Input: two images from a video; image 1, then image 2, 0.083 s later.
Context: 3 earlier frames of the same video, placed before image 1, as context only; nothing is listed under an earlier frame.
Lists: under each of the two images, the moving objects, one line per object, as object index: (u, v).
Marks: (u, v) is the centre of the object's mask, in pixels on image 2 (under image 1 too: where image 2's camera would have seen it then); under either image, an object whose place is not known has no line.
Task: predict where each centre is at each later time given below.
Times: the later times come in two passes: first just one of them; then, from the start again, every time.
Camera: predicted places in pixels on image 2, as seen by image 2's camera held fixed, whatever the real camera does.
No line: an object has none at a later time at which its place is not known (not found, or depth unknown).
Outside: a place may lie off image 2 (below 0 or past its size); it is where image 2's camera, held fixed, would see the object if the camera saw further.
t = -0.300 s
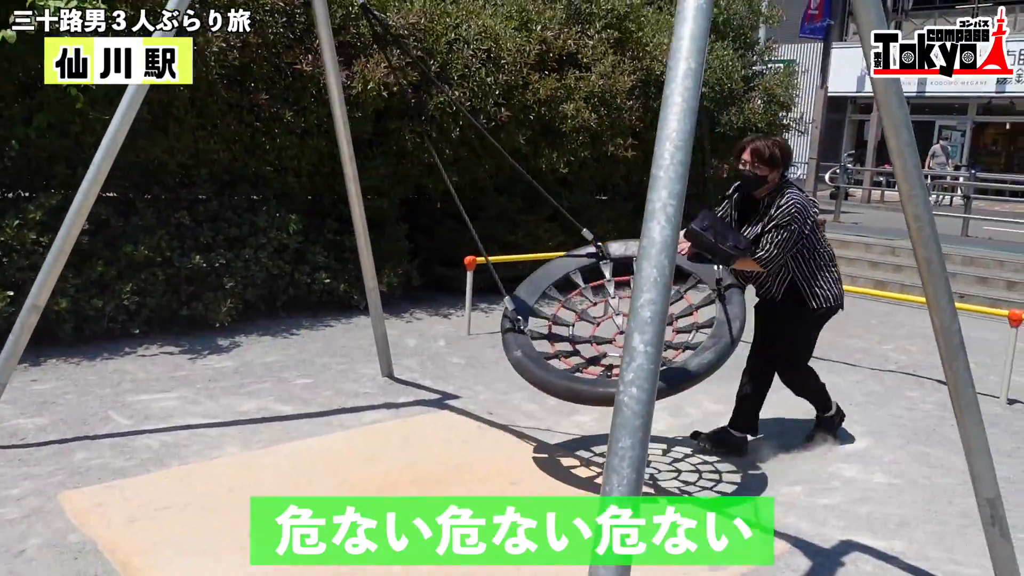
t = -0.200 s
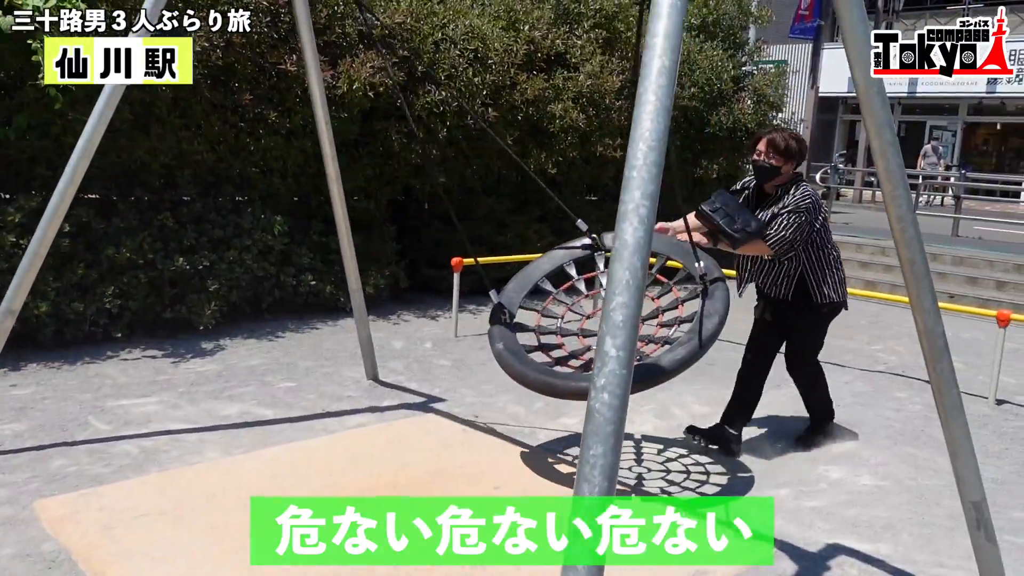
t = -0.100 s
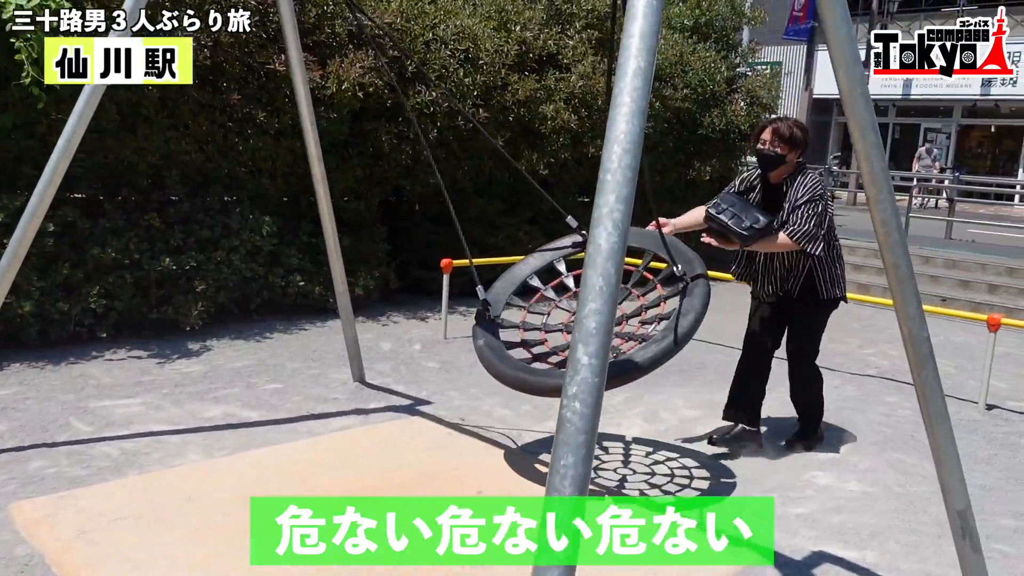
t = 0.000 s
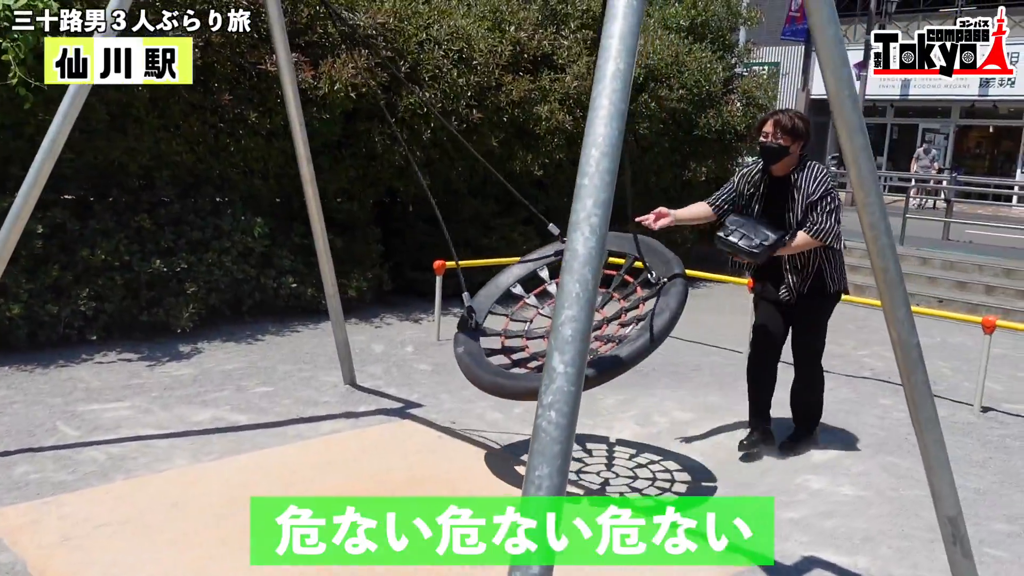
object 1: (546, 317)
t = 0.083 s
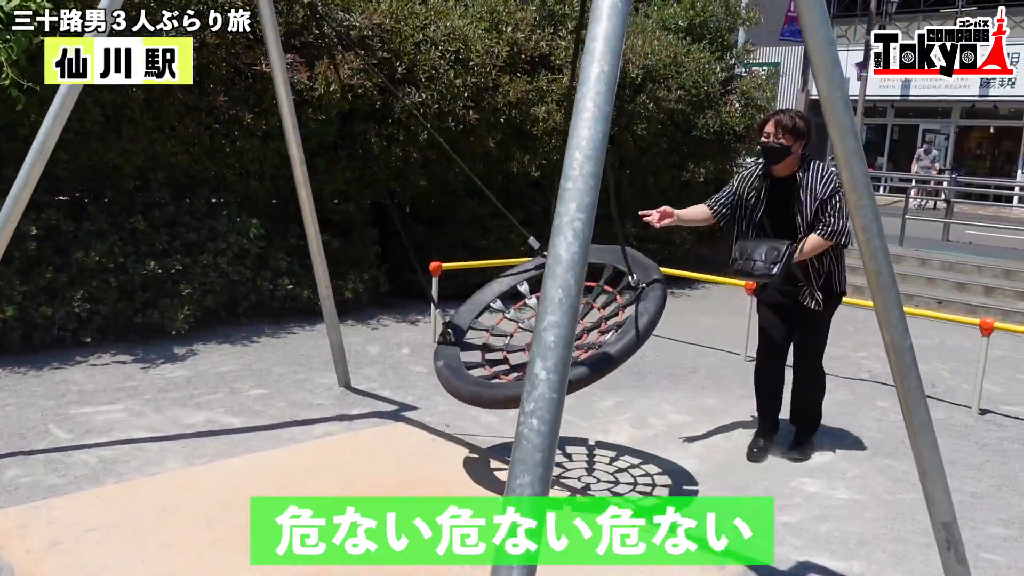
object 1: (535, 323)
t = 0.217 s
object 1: (507, 350)
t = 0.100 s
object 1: (532, 326)
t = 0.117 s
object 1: (530, 329)
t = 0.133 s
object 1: (528, 331)
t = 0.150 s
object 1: (525, 337)
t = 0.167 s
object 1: (522, 340)
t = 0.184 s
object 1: (519, 343)
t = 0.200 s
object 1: (514, 346)
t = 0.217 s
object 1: (507, 350)
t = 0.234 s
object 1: (501, 353)
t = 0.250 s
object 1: (495, 355)
